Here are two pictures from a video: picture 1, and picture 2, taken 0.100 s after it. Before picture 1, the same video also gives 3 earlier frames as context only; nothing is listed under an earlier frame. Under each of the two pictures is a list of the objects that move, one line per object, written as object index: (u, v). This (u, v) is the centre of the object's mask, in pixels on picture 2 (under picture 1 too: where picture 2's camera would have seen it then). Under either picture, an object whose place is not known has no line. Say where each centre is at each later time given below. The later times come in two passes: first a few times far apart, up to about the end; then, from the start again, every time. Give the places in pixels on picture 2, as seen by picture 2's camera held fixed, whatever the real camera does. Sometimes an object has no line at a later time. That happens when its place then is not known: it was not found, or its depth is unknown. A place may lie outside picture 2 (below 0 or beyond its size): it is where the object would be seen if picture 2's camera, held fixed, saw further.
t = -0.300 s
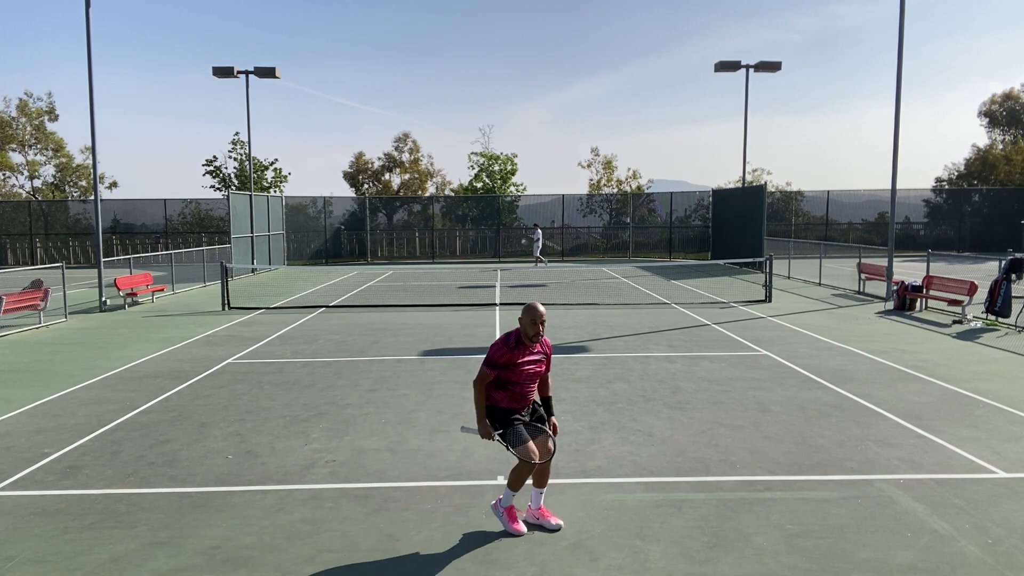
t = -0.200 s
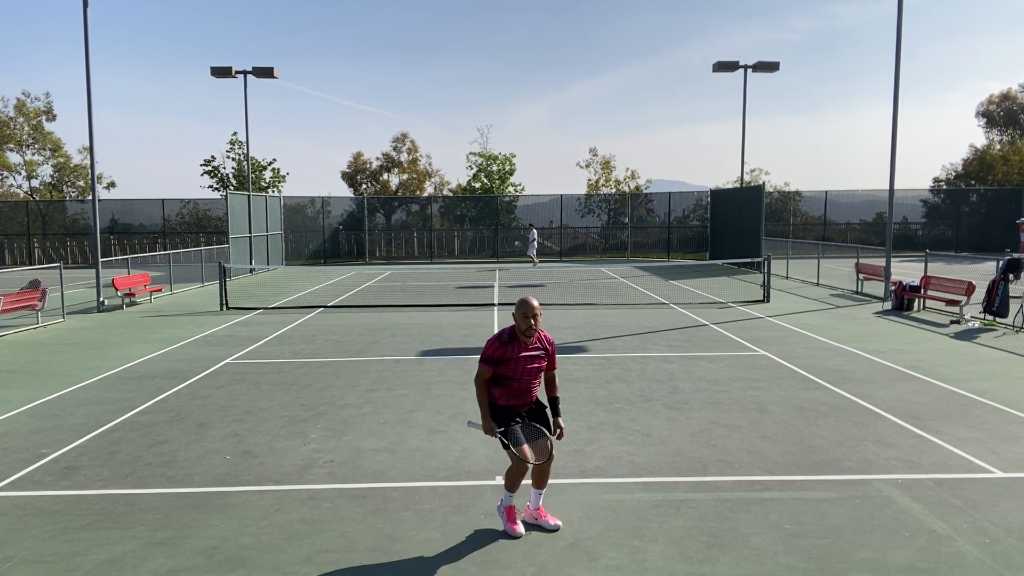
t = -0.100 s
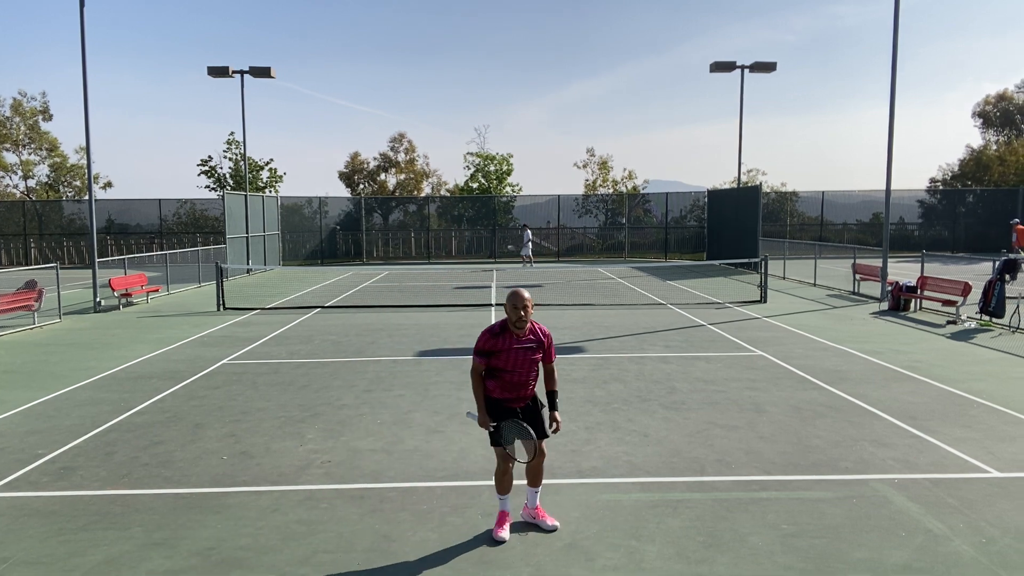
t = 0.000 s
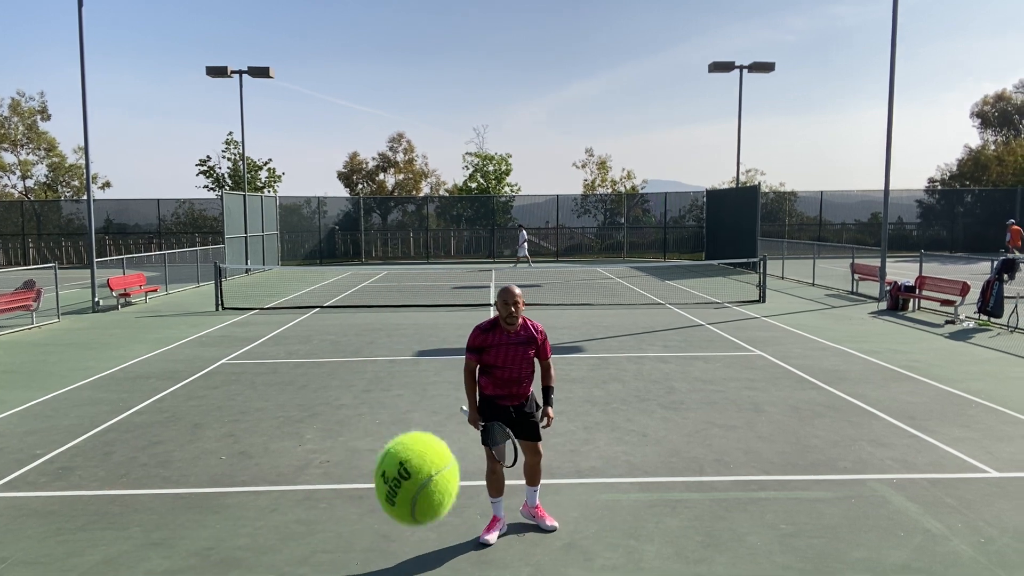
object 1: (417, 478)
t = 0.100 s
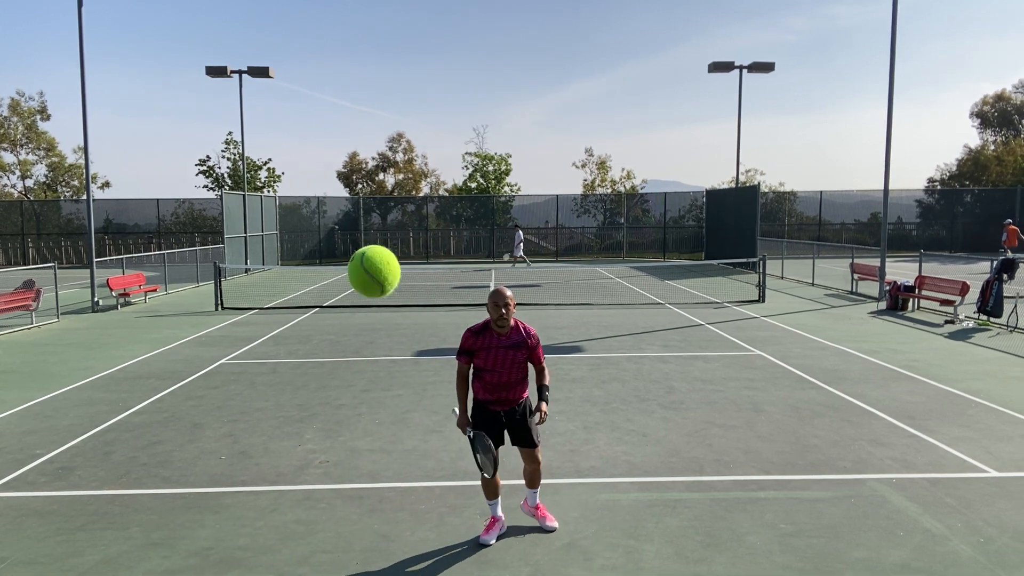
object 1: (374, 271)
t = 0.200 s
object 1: (355, 236)
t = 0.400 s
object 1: (338, 303)
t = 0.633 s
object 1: (328, 455)
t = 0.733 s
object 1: (325, 529)
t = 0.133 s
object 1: (367, 250)
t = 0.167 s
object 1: (360, 239)
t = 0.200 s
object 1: (355, 236)
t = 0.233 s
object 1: (351, 239)
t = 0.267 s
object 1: (348, 246)
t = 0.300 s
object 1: (345, 257)
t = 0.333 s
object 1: (342, 270)
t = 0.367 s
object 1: (340, 286)
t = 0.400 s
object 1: (338, 303)
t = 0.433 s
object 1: (336, 322)
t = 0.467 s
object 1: (335, 343)
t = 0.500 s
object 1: (333, 364)
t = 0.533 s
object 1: (332, 386)
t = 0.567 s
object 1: (331, 408)
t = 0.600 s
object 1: (329, 432)
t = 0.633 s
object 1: (328, 455)
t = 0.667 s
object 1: (327, 479)
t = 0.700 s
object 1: (326, 504)
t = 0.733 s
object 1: (325, 529)
